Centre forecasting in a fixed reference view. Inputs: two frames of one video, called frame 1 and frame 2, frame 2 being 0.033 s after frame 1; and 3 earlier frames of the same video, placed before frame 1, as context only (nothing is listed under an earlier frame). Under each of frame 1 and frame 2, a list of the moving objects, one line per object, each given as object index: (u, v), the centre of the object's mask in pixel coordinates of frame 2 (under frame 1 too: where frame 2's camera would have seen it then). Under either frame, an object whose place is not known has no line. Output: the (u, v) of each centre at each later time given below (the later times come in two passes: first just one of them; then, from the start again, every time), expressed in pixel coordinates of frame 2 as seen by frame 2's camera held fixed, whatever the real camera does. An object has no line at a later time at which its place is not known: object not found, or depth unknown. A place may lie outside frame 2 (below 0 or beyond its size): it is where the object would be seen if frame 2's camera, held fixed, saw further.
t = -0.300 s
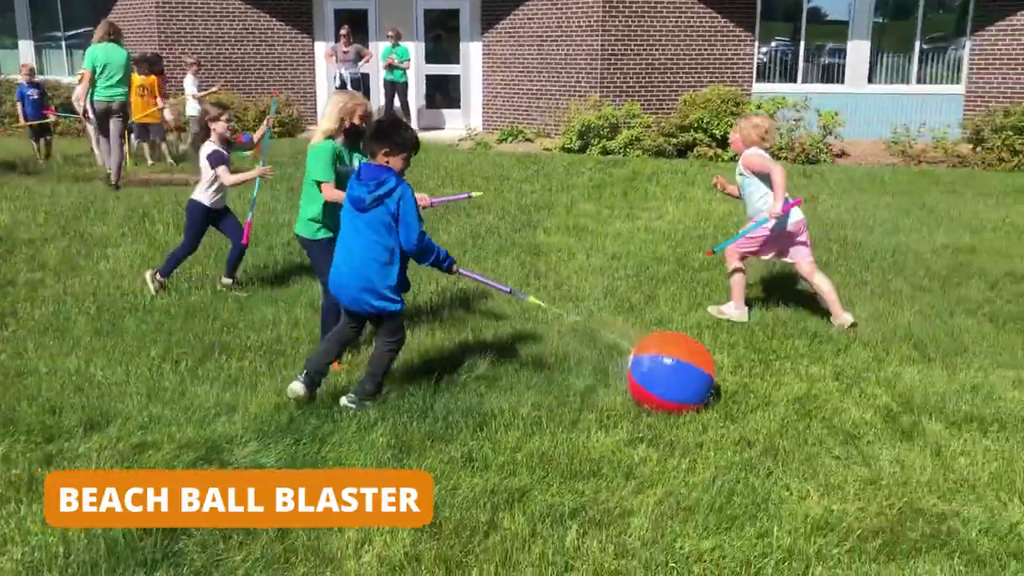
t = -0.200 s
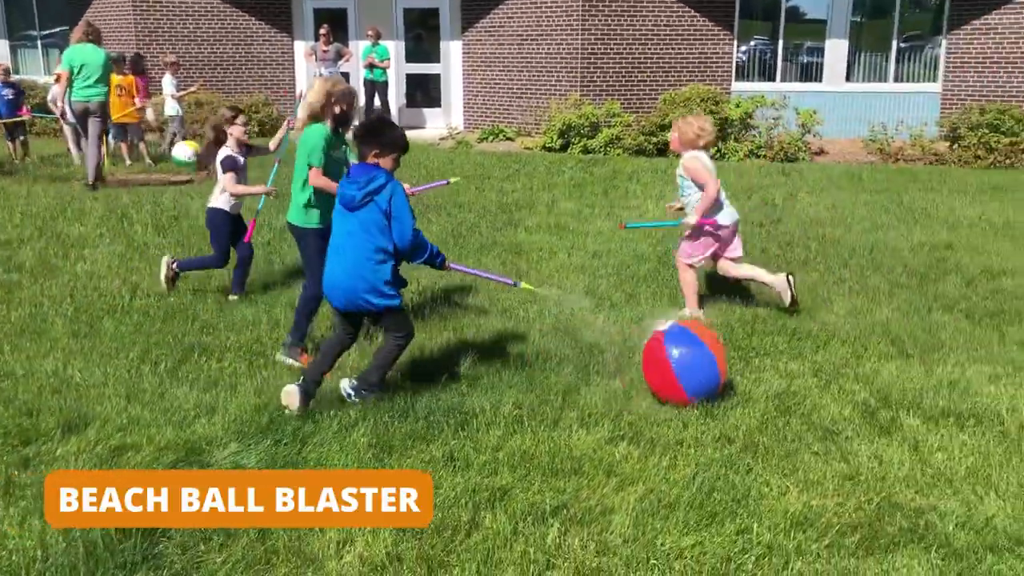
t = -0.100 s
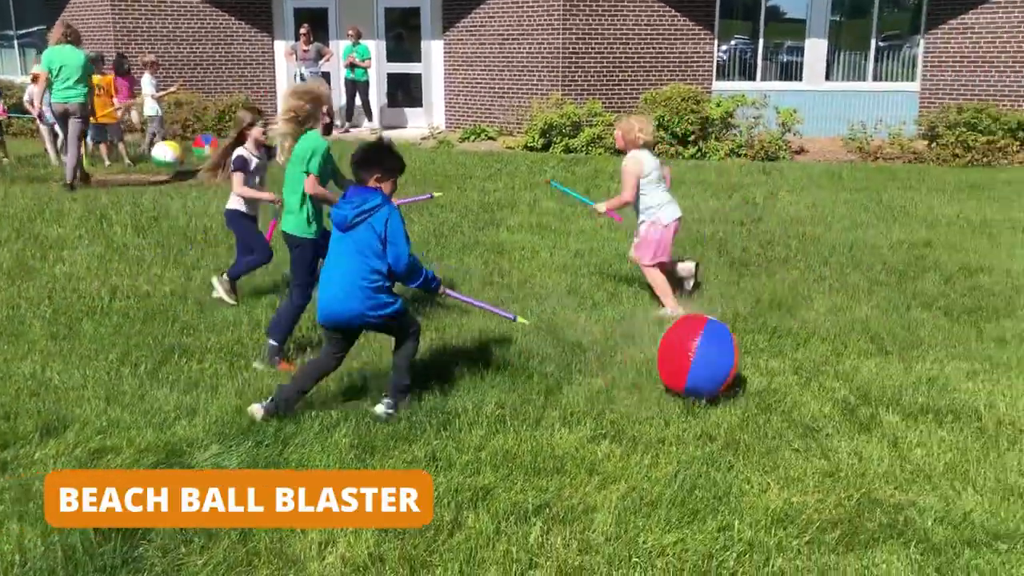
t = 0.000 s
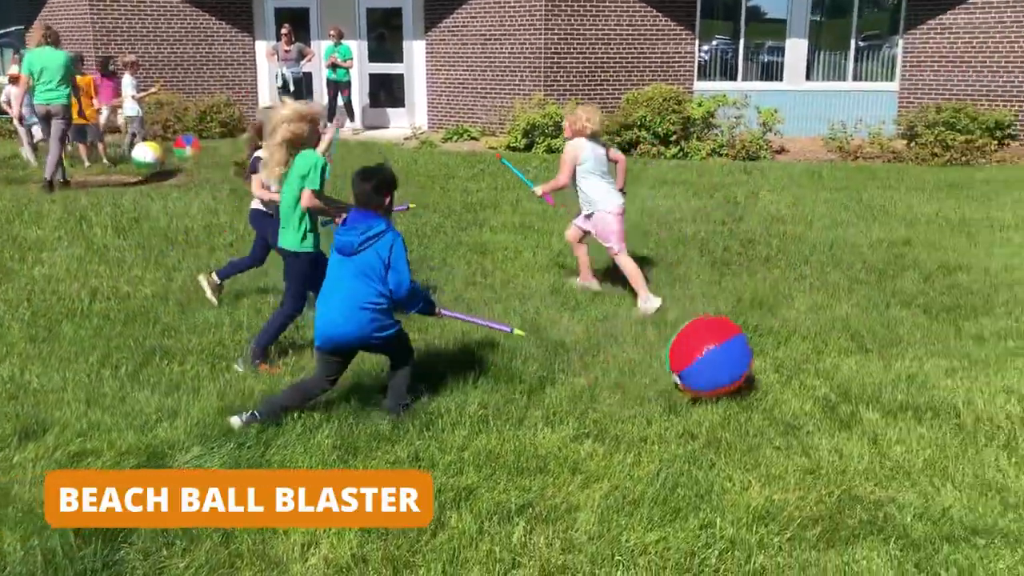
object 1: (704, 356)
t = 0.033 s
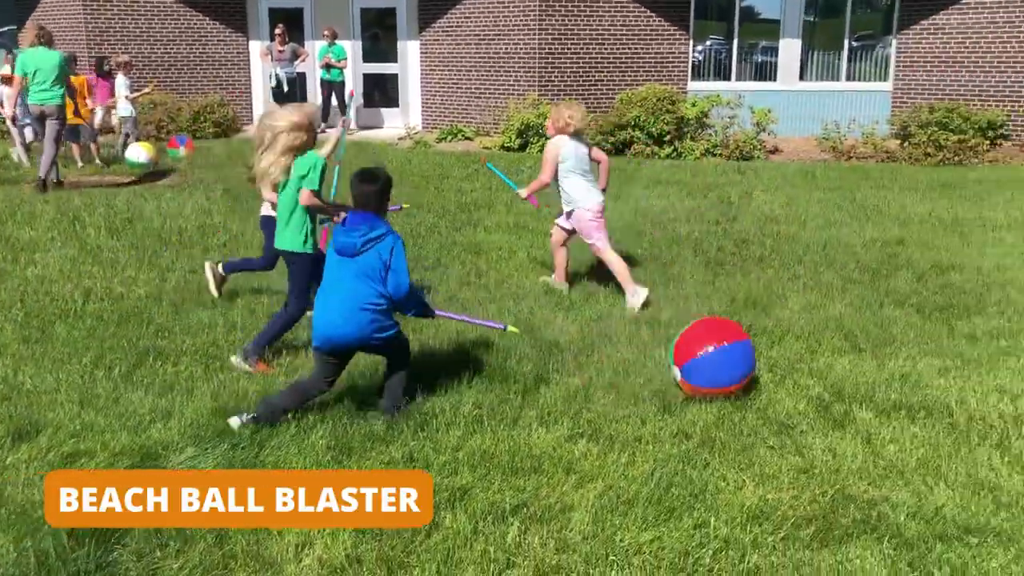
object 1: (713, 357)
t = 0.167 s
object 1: (744, 353)
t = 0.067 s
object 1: (722, 358)
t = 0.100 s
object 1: (730, 356)
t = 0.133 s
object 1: (737, 355)
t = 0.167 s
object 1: (744, 353)
